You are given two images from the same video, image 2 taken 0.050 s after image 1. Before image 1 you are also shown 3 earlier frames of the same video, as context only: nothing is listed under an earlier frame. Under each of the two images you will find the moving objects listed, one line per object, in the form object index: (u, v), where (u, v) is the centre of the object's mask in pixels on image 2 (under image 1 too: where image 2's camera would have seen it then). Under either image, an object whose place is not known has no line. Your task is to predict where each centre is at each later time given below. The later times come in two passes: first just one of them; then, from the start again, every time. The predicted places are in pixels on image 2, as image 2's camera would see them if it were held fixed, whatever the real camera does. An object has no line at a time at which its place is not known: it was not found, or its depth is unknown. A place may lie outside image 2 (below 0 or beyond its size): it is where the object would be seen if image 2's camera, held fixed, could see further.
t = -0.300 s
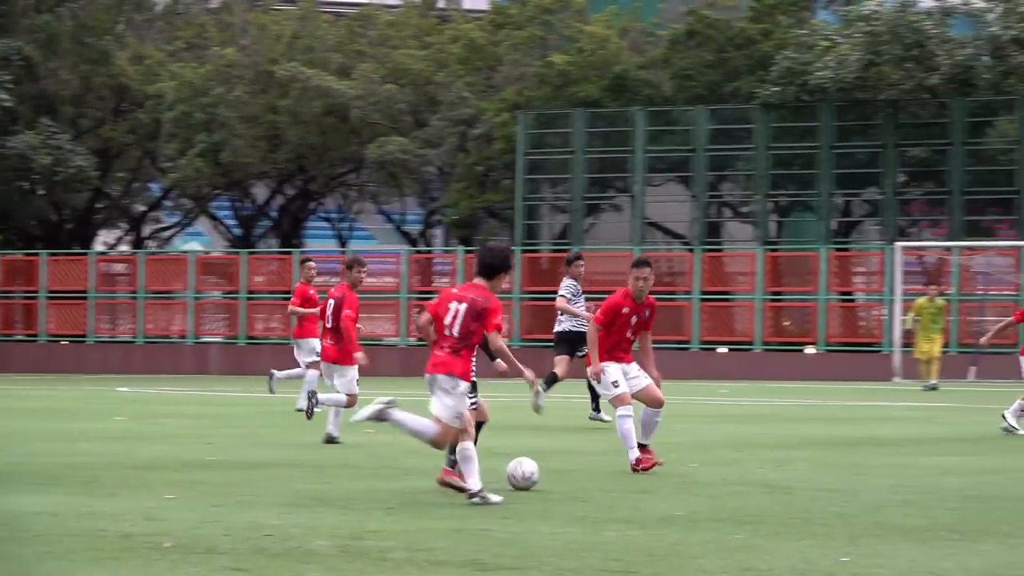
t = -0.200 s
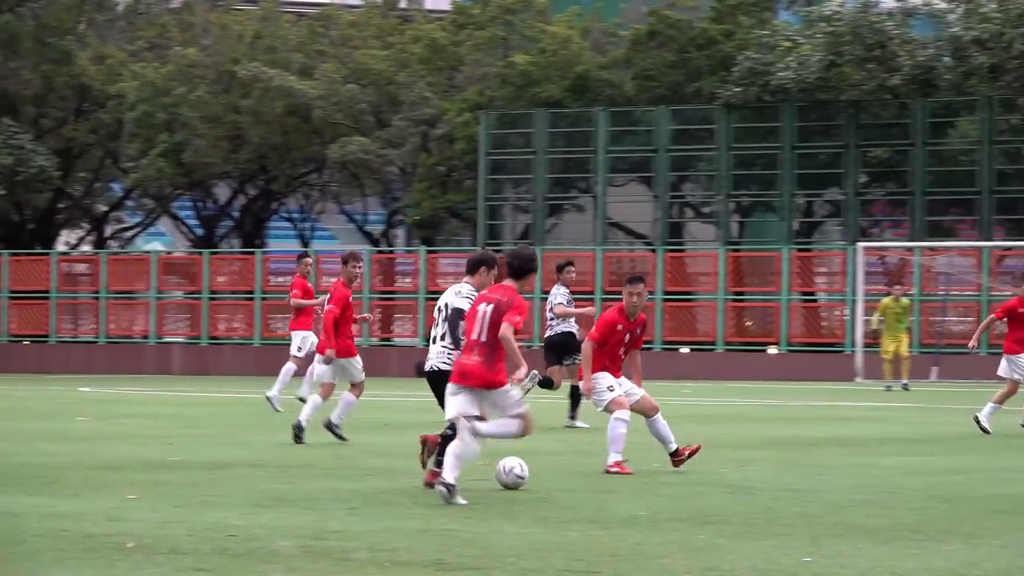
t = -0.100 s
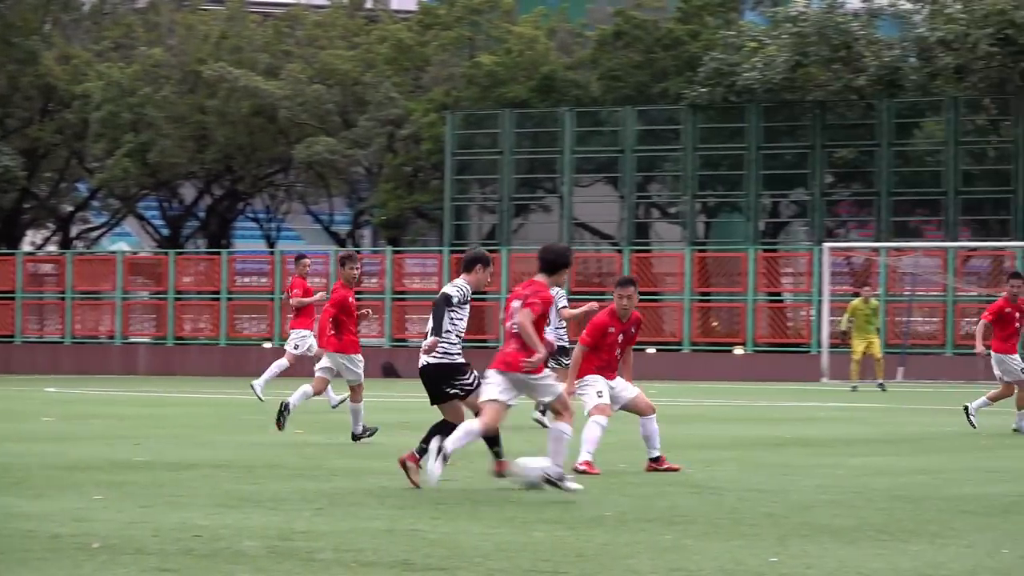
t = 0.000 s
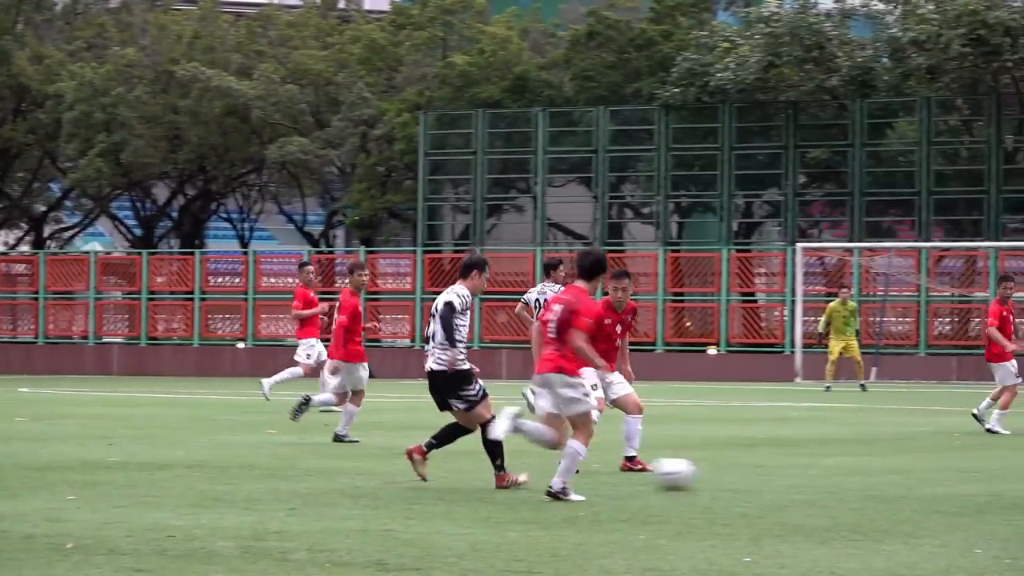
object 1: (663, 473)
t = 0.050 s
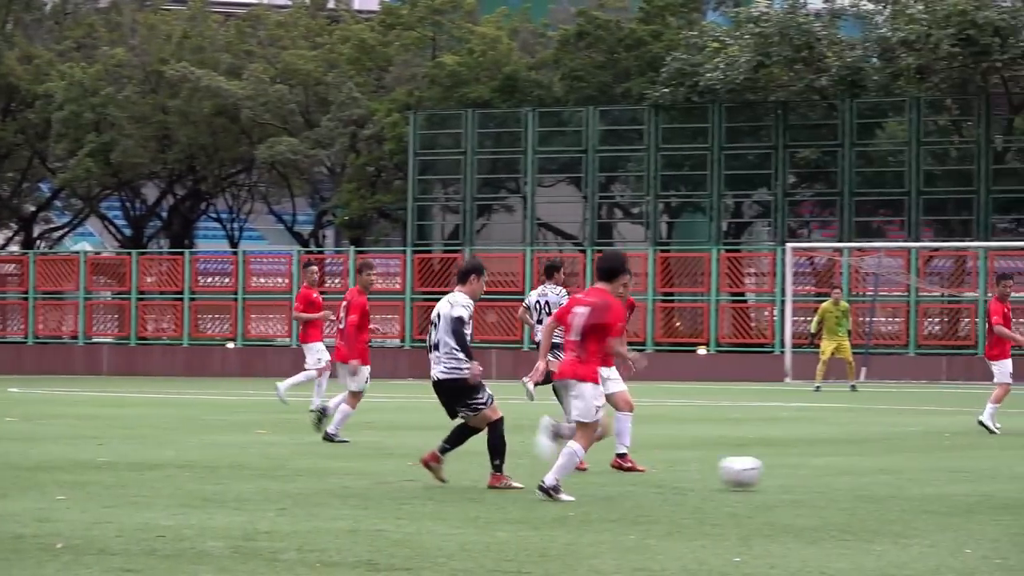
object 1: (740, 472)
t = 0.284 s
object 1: (1073, 471)
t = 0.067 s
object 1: (765, 471)
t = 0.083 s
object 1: (792, 472)
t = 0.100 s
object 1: (816, 472)
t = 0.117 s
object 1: (841, 473)
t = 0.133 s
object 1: (866, 474)
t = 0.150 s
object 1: (890, 476)
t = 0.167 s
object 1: (915, 475)
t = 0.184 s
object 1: (938, 474)
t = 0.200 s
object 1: (962, 473)
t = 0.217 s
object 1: (985, 472)
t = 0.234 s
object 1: (1008, 471)
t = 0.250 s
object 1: (1031, 470)
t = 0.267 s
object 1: (1051, 470)
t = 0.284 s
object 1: (1073, 471)
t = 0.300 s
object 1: (1096, 472)
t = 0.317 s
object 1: (1119, 474)
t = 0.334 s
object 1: (1141, 475)
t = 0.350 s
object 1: (1163, 475)
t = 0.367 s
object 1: (1186, 475)
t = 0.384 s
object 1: (1207, 477)
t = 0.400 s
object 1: (1230, 478)
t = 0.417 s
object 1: (1253, 480)
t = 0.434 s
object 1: (1276, 482)
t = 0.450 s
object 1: (1298, 484)
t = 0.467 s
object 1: (1319, 483)
